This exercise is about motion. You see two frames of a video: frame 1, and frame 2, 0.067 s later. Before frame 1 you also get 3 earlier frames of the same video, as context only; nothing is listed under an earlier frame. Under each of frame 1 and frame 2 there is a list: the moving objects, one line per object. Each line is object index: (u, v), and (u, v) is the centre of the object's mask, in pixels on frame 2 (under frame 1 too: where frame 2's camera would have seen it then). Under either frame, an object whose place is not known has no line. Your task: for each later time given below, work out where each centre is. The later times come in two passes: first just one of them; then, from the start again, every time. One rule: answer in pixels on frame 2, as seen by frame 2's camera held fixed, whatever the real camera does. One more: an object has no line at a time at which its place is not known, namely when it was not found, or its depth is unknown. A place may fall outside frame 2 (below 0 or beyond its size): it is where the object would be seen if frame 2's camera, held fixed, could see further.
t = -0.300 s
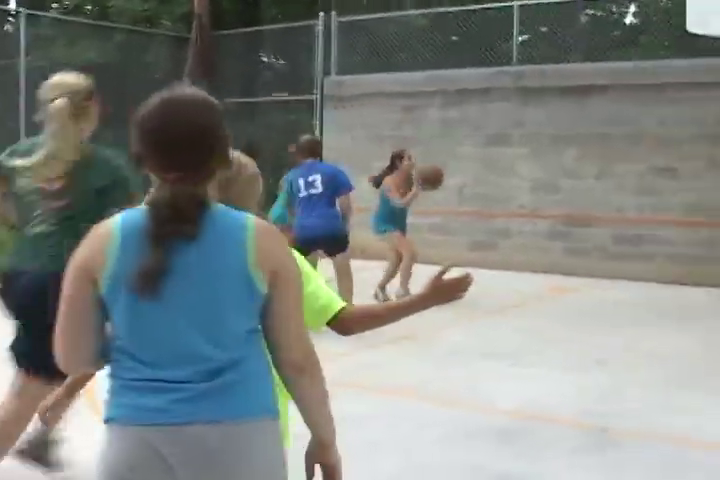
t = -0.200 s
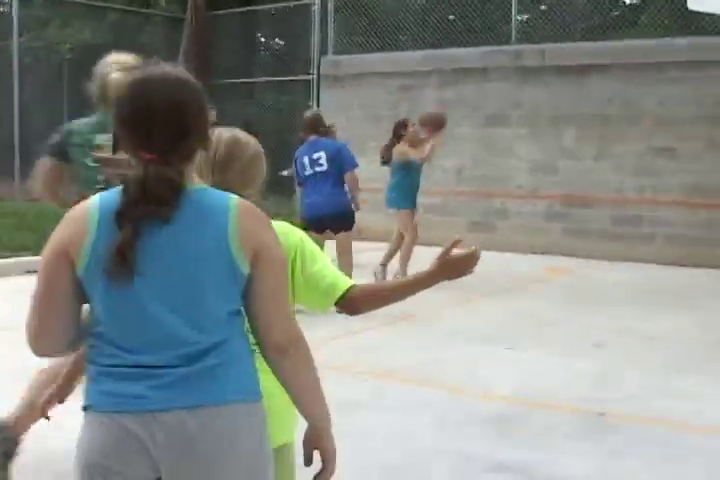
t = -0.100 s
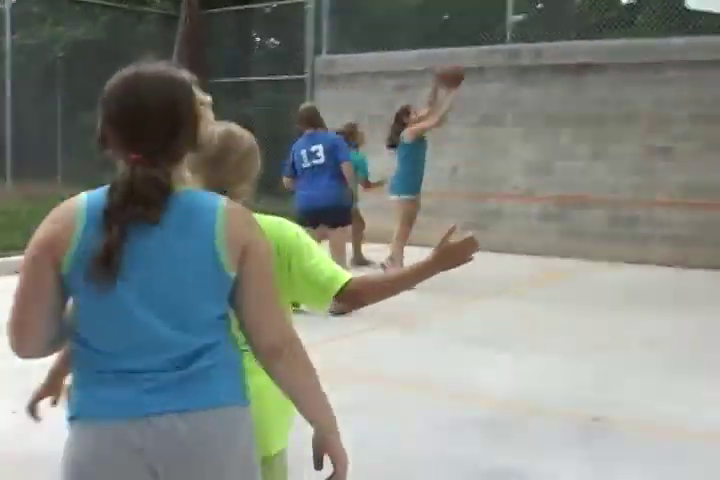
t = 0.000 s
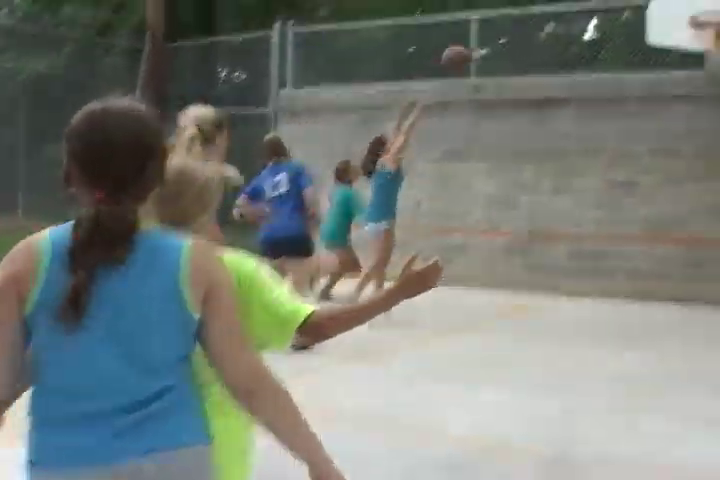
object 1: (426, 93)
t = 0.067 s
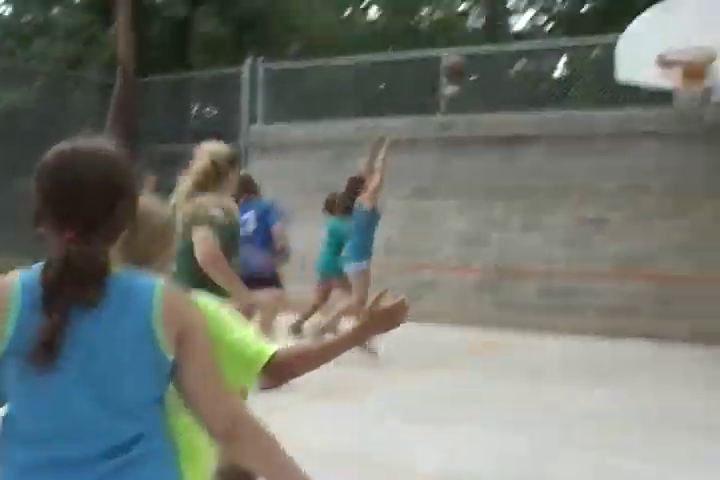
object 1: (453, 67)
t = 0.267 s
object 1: (533, 16)
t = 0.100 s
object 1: (467, 55)
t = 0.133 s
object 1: (480, 44)
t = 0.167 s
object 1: (494, 38)
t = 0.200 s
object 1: (508, 28)
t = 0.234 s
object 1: (517, 25)
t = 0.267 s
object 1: (533, 16)
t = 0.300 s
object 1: (542, 15)
